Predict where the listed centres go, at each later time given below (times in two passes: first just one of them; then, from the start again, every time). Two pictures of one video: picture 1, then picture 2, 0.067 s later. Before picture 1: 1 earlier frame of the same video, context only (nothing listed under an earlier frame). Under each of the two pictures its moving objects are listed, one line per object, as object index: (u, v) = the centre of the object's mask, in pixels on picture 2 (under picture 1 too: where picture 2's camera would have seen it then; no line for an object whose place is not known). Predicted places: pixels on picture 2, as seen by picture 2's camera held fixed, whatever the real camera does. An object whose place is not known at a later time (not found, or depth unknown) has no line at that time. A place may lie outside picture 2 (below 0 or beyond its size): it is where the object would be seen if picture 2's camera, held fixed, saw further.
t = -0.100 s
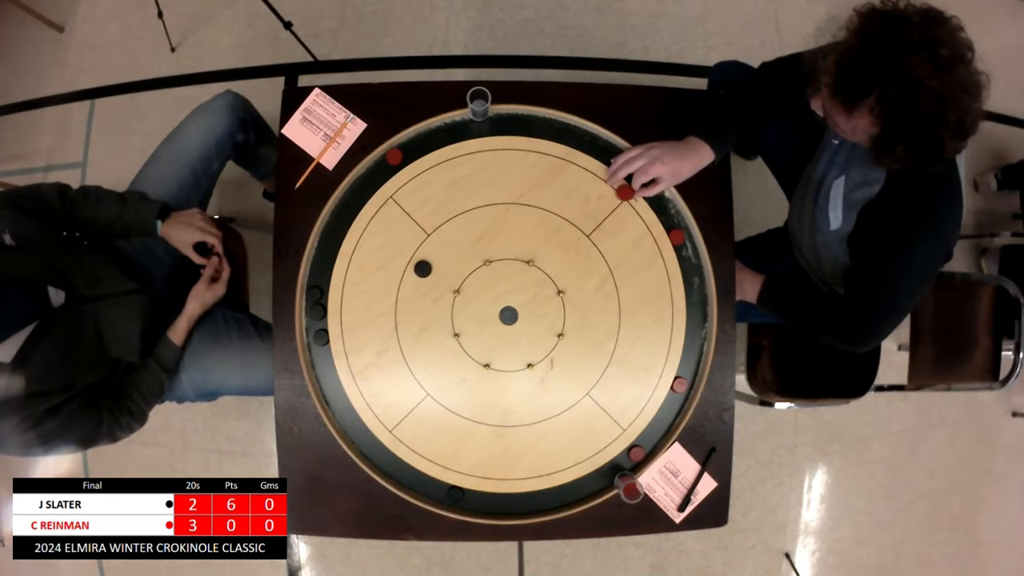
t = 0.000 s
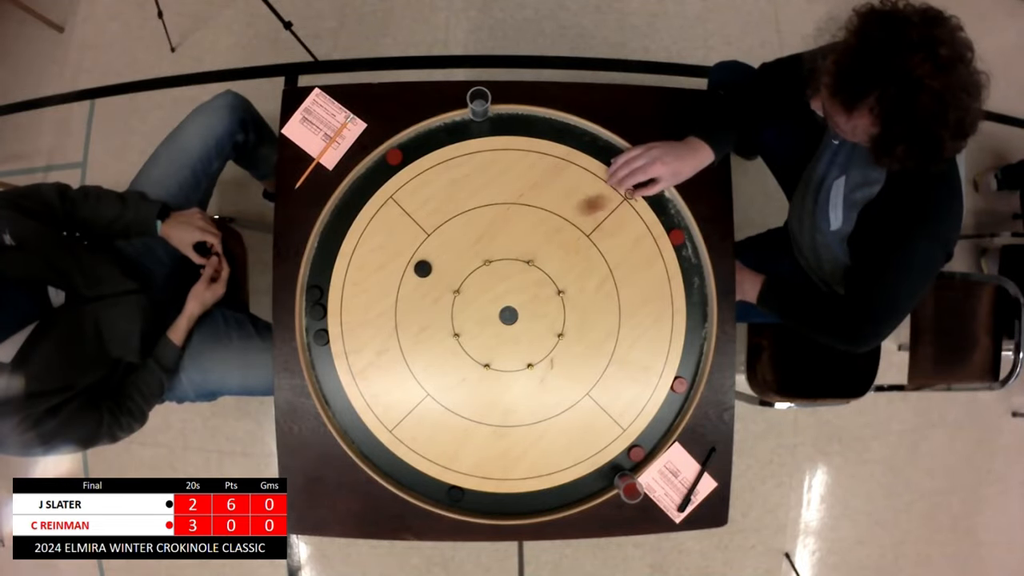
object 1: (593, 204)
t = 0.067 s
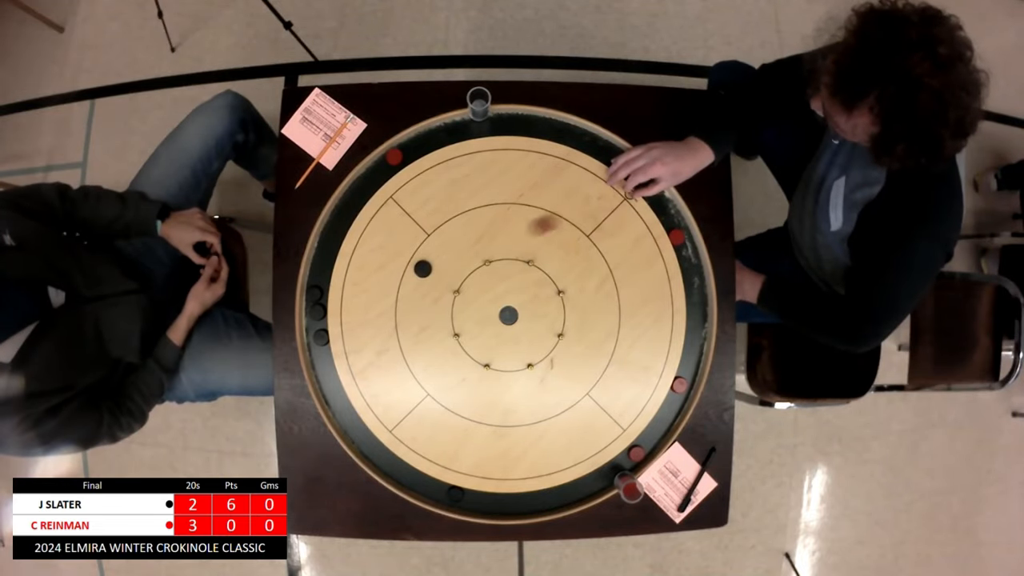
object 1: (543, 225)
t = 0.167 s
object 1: (474, 252)
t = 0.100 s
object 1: (520, 233)
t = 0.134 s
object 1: (496, 243)
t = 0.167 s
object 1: (474, 252)
